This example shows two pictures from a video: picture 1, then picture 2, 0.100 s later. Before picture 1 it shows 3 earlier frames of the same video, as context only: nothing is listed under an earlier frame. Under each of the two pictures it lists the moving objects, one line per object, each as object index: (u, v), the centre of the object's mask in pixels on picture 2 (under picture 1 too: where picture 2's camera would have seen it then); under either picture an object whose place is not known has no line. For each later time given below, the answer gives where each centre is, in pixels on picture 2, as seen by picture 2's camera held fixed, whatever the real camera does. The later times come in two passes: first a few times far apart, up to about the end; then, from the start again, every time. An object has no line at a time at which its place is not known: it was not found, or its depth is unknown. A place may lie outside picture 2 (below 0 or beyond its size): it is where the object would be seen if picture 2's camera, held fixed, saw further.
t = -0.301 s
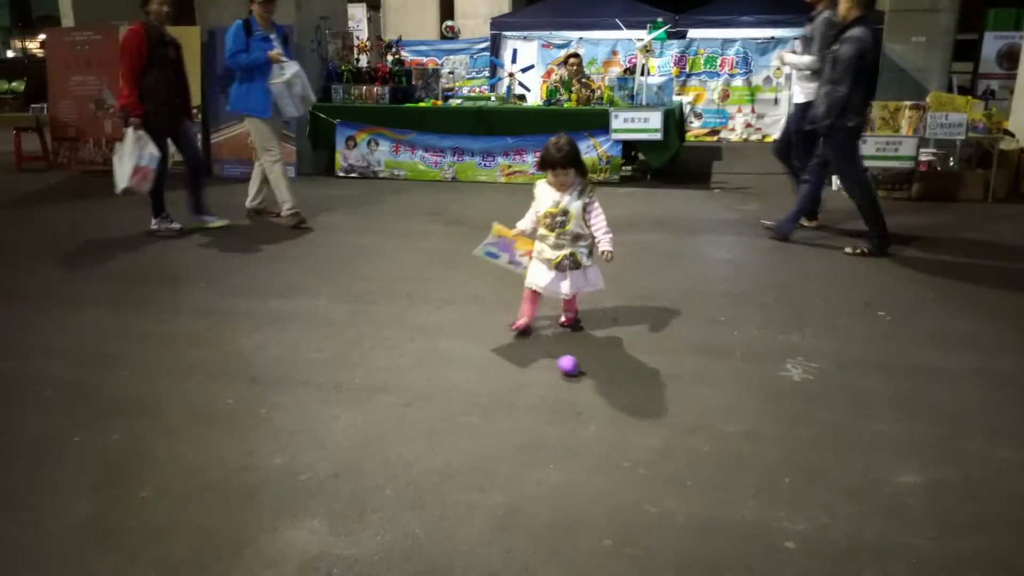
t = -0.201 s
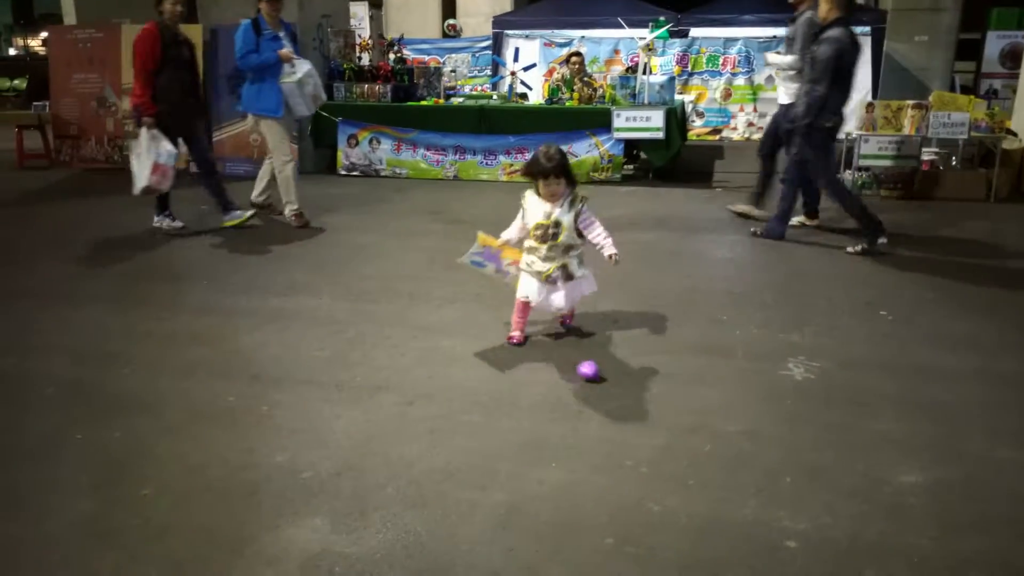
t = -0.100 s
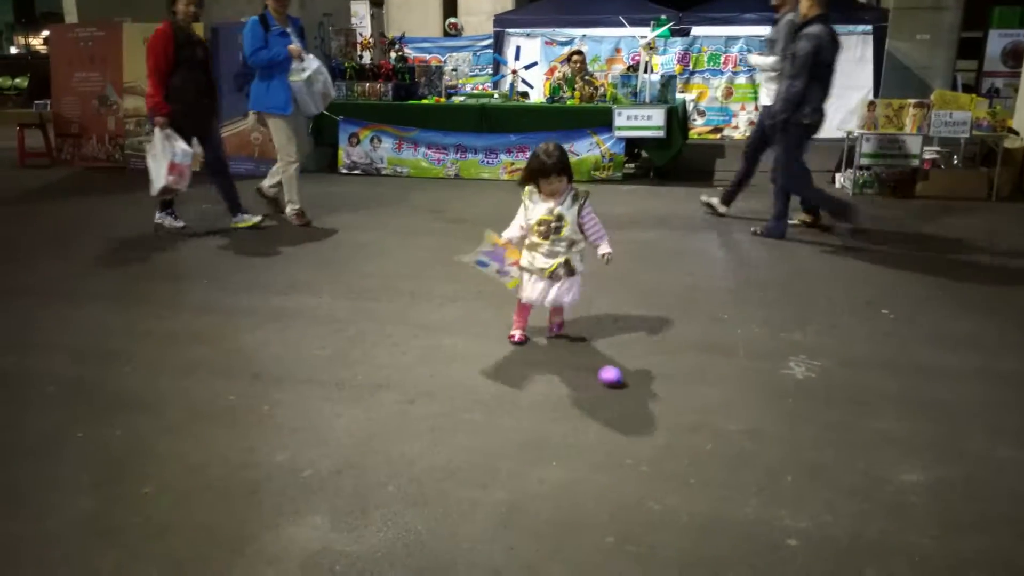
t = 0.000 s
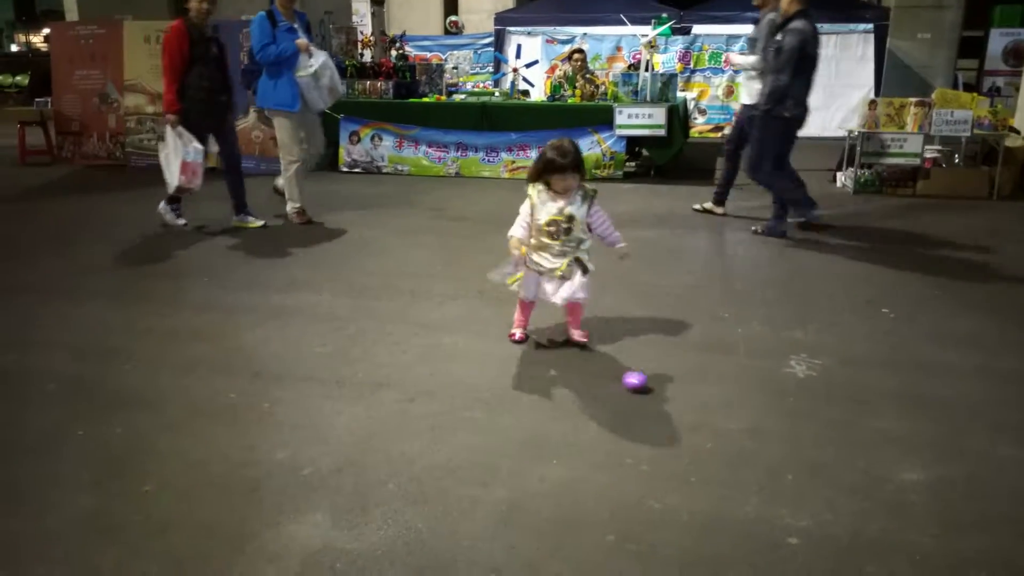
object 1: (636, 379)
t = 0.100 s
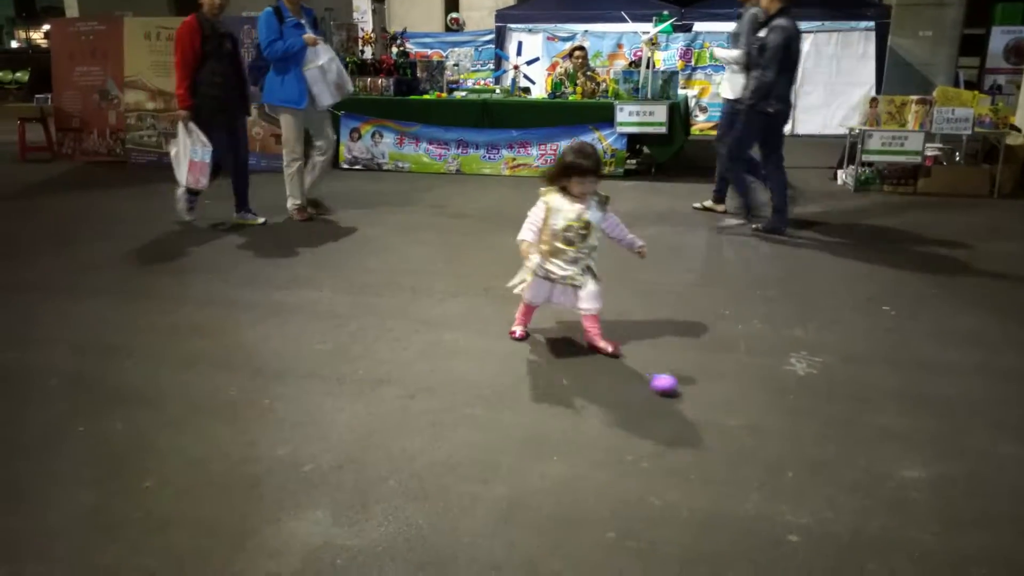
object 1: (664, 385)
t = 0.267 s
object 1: (716, 393)
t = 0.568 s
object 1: (822, 402)
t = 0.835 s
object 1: (921, 404)
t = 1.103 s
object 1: (1017, 397)
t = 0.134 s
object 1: (675, 387)
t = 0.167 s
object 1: (685, 389)
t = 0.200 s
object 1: (695, 391)
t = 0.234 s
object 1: (705, 392)
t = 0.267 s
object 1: (716, 393)
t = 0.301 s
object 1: (727, 394)
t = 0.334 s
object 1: (738, 396)
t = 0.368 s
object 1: (749, 397)
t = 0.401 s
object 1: (761, 398)
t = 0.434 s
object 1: (773, 399)
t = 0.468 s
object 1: (784, 400)
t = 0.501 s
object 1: (797, 401)
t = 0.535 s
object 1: (809, 401)
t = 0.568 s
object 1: (822, 402)
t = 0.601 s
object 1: (834, 403)
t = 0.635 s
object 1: (846, 403)
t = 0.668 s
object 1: (857, 404)
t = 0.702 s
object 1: (871, 404)
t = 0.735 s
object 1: (883, 404)
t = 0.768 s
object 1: (897, 404)
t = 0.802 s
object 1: (909, 404)
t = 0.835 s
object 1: (921, 404)
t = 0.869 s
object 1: (934, 404)
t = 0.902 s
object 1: (947, 403)
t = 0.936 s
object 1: (960, 402)
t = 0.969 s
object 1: (972, 402)
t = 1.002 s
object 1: (984, 401)
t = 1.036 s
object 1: (996, 400)
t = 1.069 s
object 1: (1007, 398)
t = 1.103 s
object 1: (1017, 397)
